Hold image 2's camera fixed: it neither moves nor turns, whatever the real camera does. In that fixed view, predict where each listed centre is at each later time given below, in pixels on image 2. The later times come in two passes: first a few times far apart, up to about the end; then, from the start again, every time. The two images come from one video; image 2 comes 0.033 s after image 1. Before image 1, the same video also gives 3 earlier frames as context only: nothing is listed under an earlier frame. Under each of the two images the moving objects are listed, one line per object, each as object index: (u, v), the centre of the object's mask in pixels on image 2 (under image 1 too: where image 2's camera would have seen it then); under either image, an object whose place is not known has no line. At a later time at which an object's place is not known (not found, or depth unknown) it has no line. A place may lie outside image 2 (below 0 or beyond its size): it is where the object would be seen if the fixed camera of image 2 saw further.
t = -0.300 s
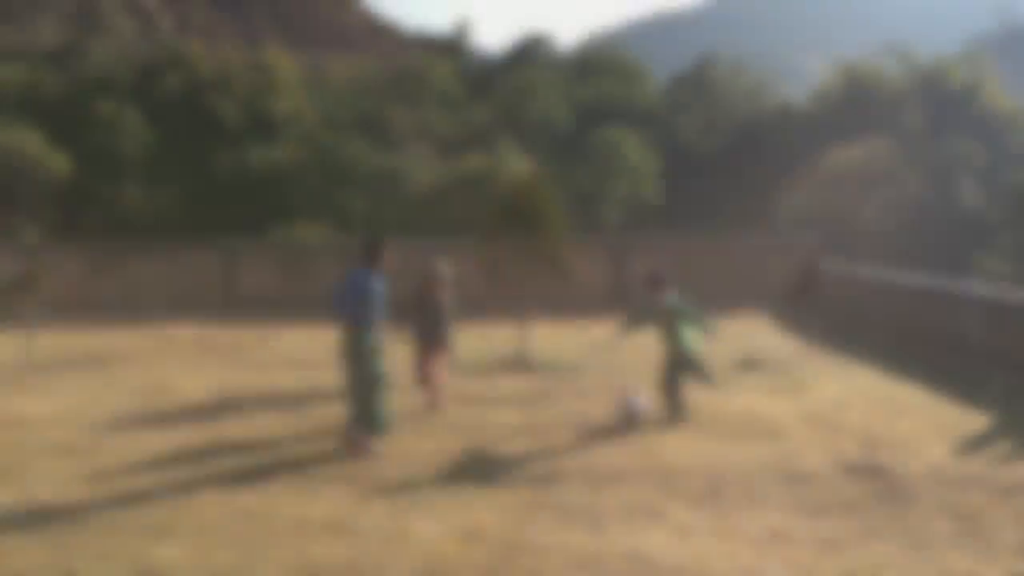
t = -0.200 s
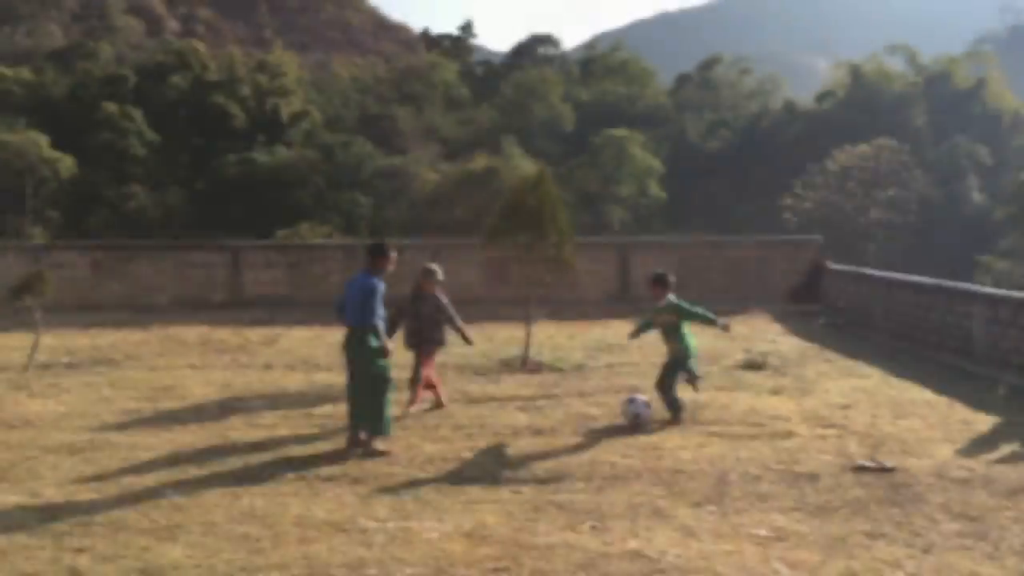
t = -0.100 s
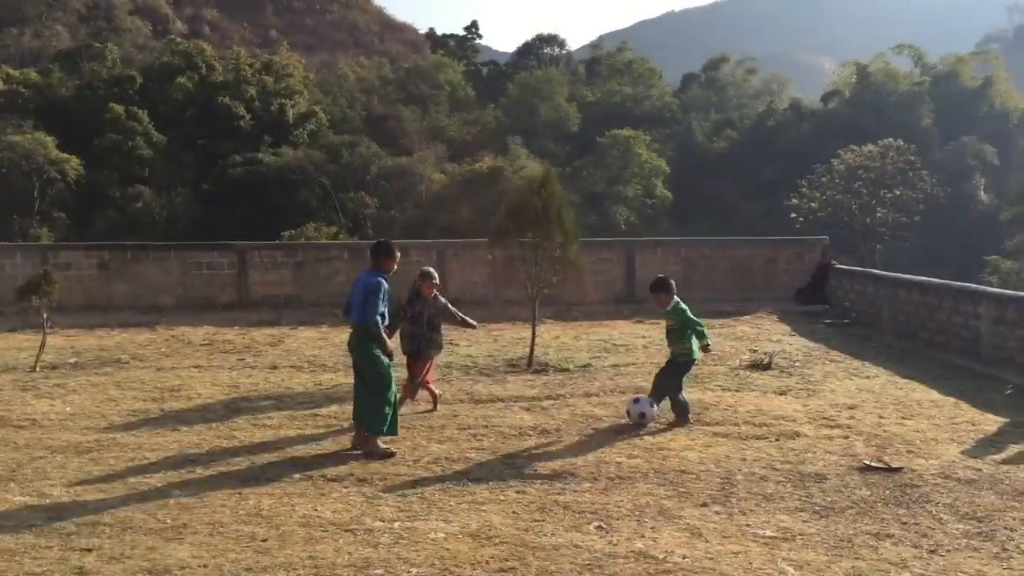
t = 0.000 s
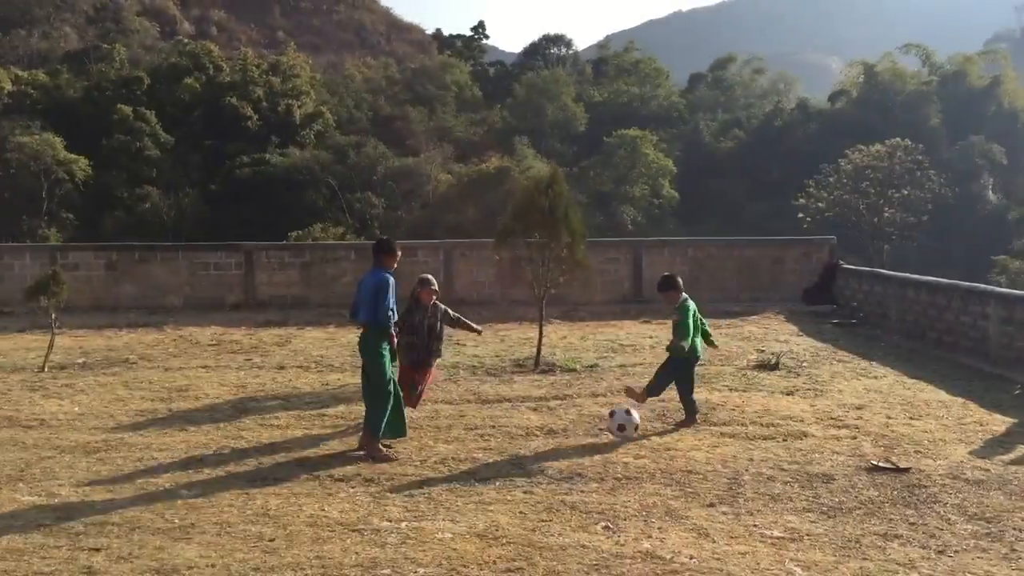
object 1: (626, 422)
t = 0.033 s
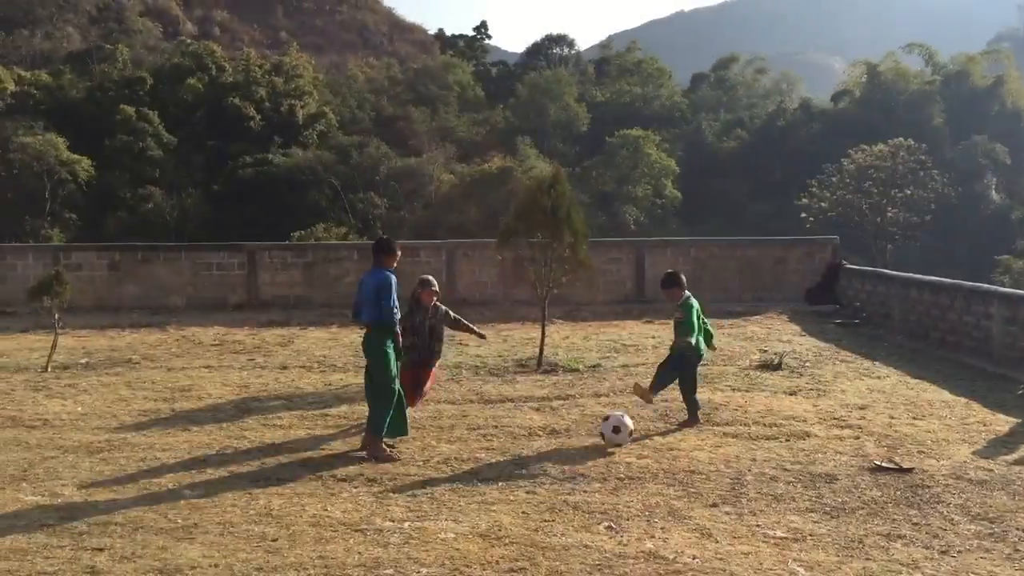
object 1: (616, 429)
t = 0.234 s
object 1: (554, 472)
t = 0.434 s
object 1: (492, 498)
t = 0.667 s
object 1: (419, 553)
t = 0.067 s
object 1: (606, 439)
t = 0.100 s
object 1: (596, 442)
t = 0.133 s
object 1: (586, 446)
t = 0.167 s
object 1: (576, 453)
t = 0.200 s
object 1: (565, 461)
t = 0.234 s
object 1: (554, 472)
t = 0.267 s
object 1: (542, 481)
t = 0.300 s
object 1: (533, 480)
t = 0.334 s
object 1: (524, 481)
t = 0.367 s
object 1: (513, 484)
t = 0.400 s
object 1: (503, 490)
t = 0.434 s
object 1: (492, 498)
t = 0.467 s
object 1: (481, 509)
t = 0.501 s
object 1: (469, 522)
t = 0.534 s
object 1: (459, 529)
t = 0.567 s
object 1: (449, 531)
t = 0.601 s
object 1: (439, 535)
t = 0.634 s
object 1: (429, 543)
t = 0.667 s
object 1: (419, 553)
